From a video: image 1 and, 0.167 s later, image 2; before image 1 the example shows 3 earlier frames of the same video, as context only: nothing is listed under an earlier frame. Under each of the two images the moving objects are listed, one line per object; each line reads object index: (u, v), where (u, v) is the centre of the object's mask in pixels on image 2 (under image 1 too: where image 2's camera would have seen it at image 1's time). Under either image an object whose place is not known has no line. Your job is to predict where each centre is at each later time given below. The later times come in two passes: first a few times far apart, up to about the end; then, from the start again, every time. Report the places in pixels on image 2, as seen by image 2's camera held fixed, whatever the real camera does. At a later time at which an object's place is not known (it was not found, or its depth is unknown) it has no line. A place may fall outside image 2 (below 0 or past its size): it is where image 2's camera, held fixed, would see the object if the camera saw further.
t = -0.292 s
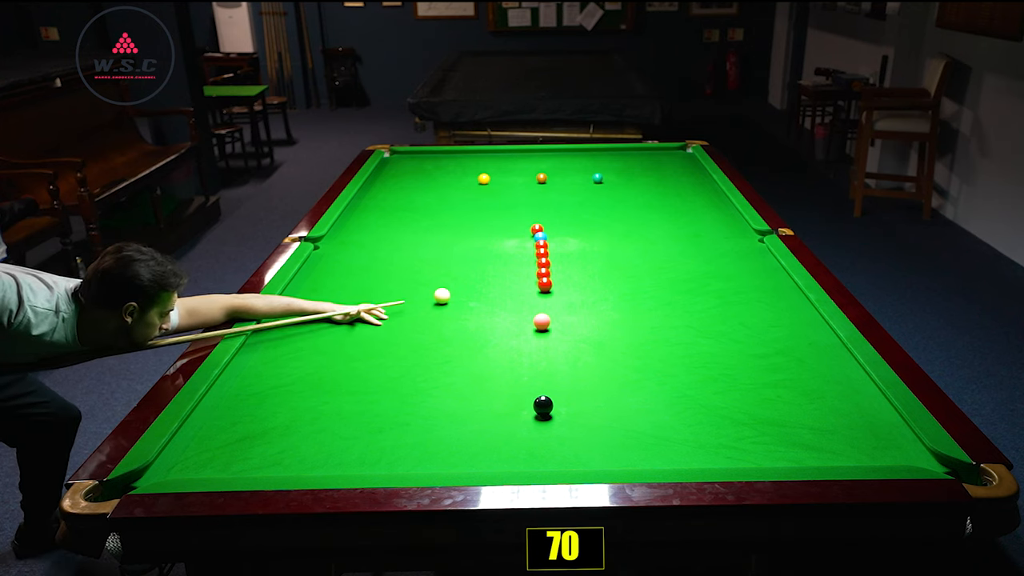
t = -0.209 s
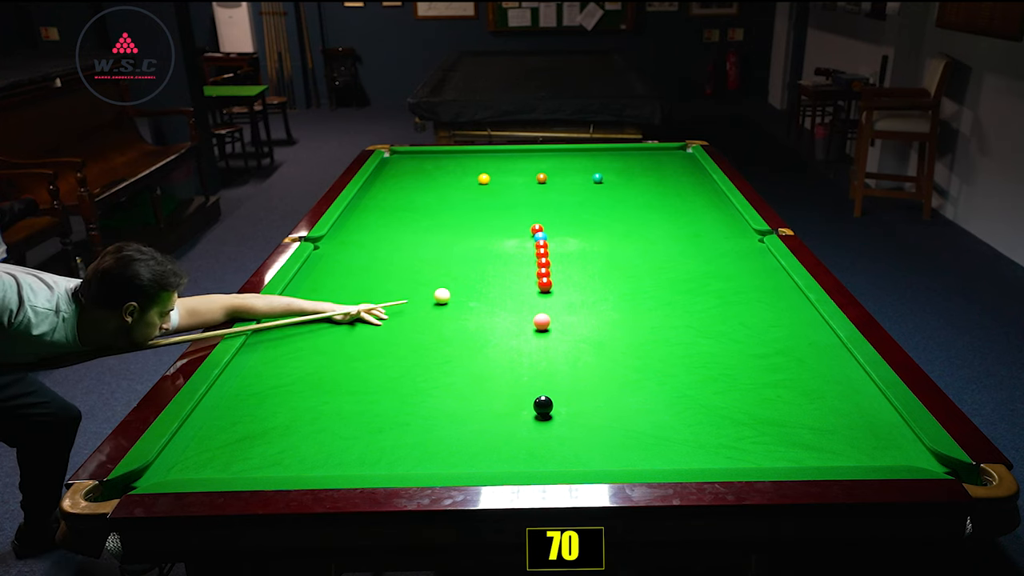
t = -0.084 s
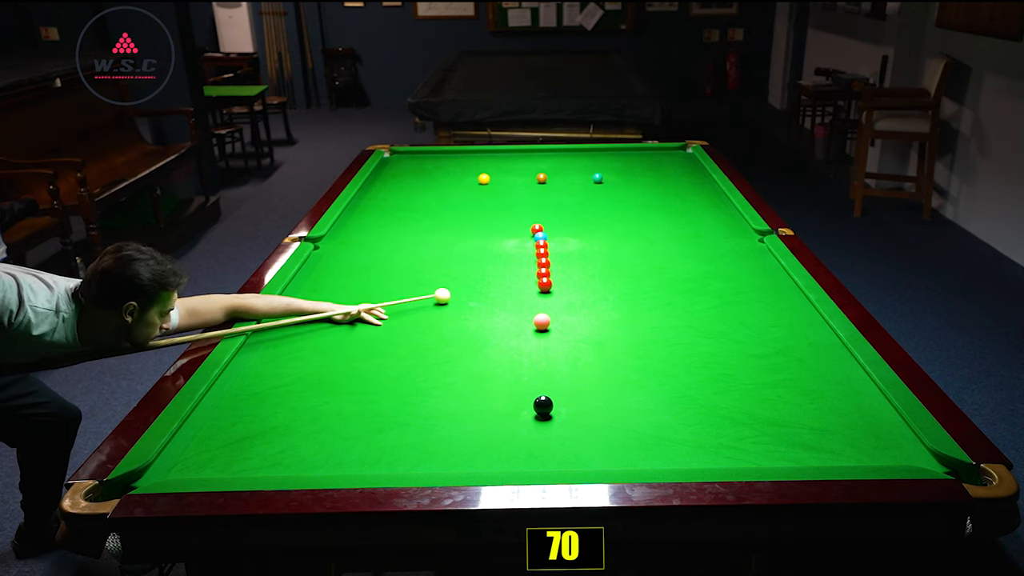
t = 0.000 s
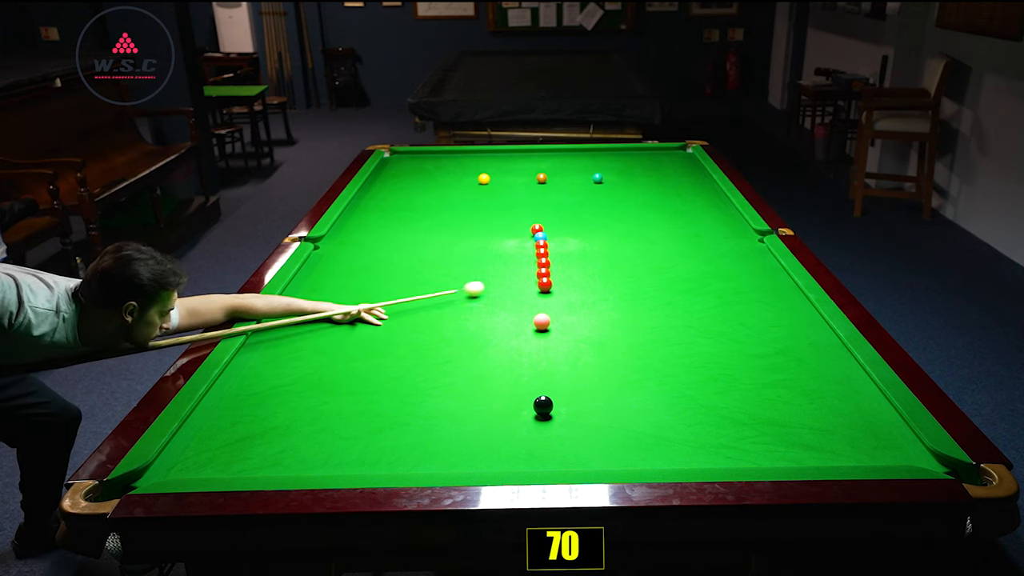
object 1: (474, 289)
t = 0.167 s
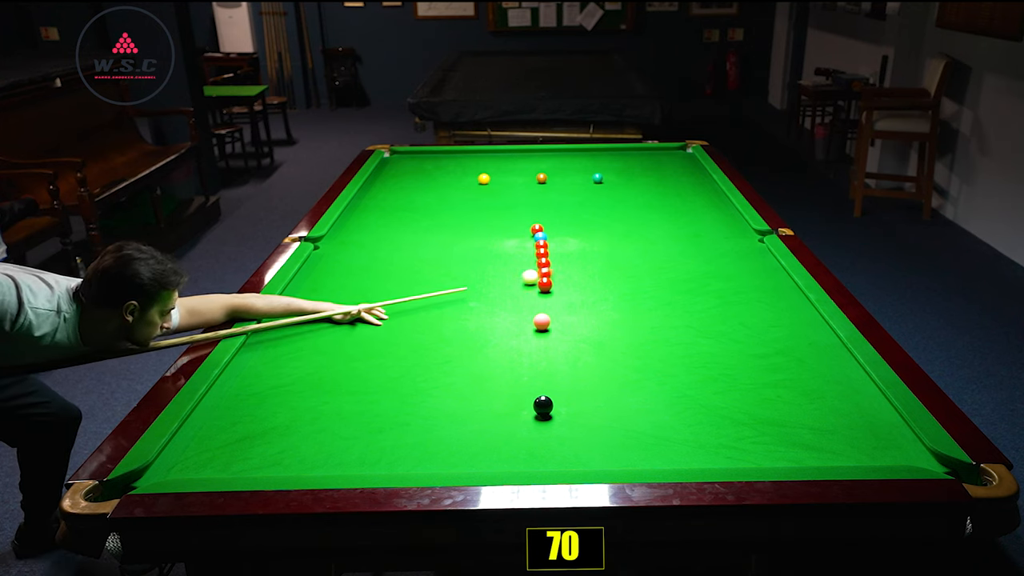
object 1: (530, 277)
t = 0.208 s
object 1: (530, 277)
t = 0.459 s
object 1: (547, 271)
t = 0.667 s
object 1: (561, 268)
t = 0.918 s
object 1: (576, 263)
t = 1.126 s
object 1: (588, 260)
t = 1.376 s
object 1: (600, 256)
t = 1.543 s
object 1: (608, 254)
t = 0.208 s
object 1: (530, 277)
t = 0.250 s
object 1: (532, 276)
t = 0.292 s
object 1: (534, 275)
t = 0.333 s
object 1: (537, 274)
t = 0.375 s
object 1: (540, 272)
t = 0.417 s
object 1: (544, 271)
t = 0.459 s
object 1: (547, 271)
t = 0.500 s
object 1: (550, 270)
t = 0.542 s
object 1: (552, 270)
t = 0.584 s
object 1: (555, 269)
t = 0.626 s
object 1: (558, 268)
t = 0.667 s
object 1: (561, 268)
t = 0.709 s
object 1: (563, 267)
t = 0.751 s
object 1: (566, 266)
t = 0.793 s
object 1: (569, 265)
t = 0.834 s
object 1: (571, 265)
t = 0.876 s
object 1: (574, 264)
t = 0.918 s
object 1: (576, 263)
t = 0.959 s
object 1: (578, 262)
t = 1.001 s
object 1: (581, 262)
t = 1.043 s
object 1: (583, 261)
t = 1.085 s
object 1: (585, 261)
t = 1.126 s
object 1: (588, 260)
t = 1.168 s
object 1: (590, 259)
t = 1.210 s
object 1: (592, 259)
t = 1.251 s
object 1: (594, 258)
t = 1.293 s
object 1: (596, 258)
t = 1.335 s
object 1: (599, 257)
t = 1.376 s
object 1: (600, 256)
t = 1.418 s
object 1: (602, 256)
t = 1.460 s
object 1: (604, 255)
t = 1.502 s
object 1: (606, 255)
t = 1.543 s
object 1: (608, 254)
